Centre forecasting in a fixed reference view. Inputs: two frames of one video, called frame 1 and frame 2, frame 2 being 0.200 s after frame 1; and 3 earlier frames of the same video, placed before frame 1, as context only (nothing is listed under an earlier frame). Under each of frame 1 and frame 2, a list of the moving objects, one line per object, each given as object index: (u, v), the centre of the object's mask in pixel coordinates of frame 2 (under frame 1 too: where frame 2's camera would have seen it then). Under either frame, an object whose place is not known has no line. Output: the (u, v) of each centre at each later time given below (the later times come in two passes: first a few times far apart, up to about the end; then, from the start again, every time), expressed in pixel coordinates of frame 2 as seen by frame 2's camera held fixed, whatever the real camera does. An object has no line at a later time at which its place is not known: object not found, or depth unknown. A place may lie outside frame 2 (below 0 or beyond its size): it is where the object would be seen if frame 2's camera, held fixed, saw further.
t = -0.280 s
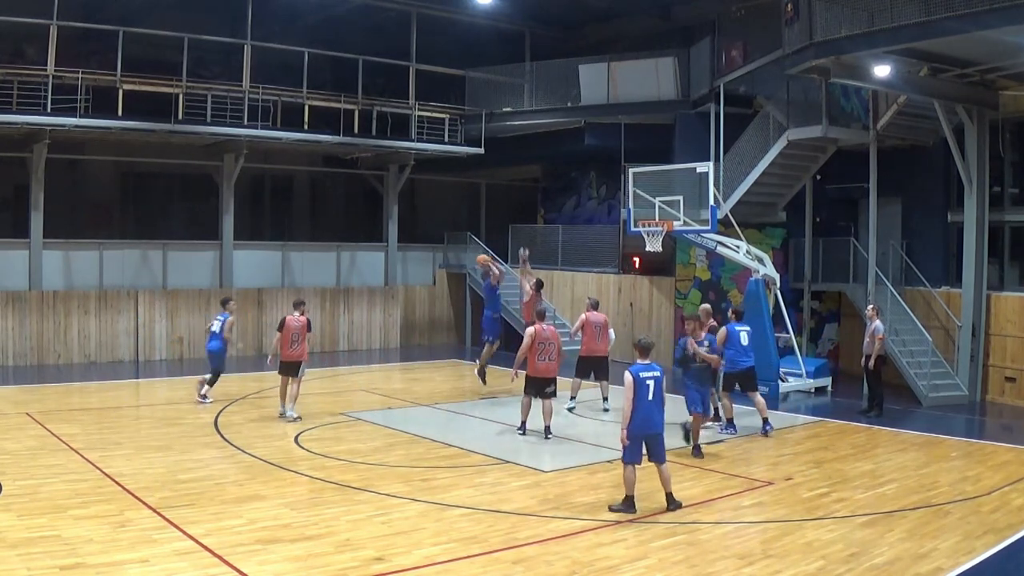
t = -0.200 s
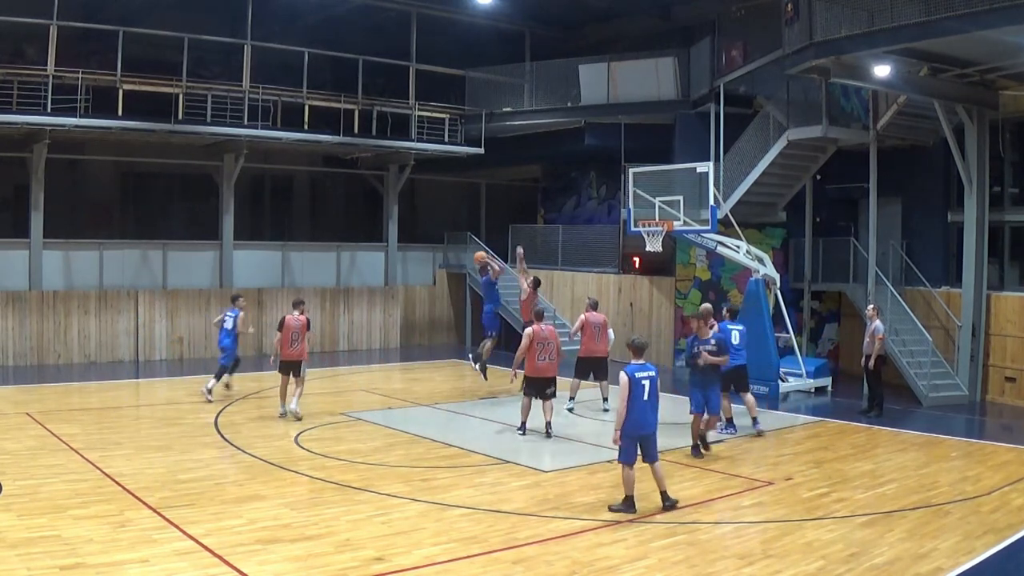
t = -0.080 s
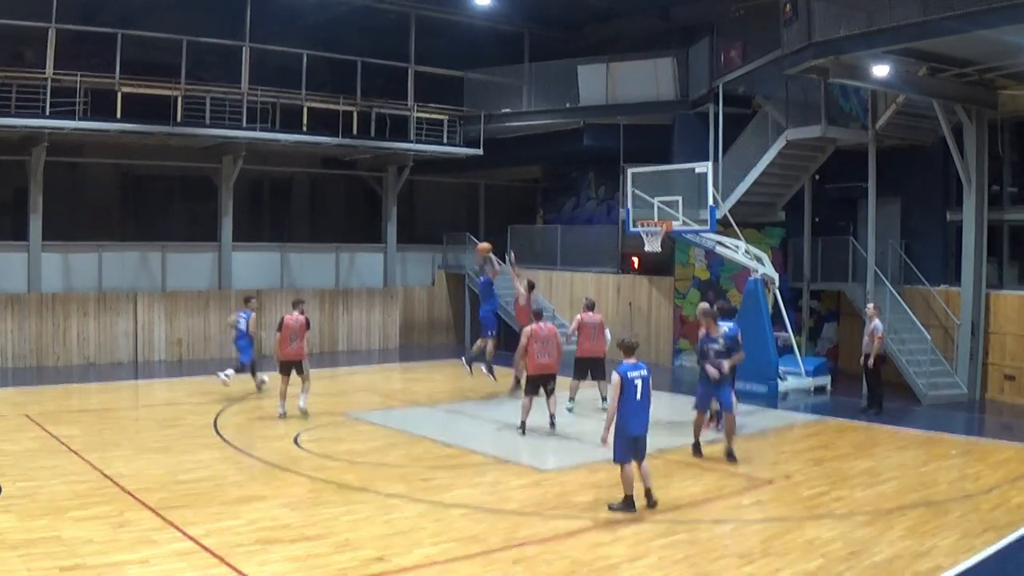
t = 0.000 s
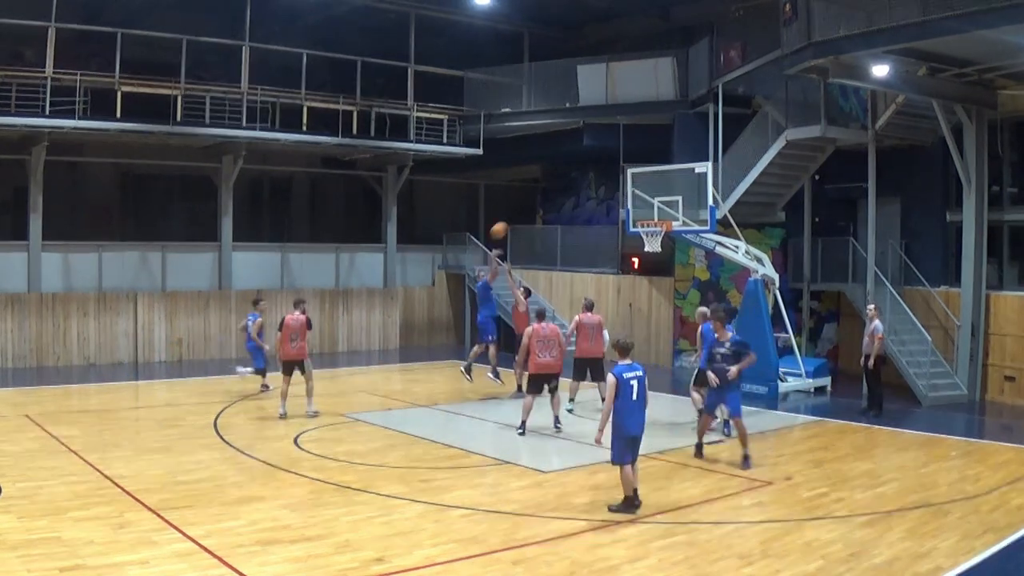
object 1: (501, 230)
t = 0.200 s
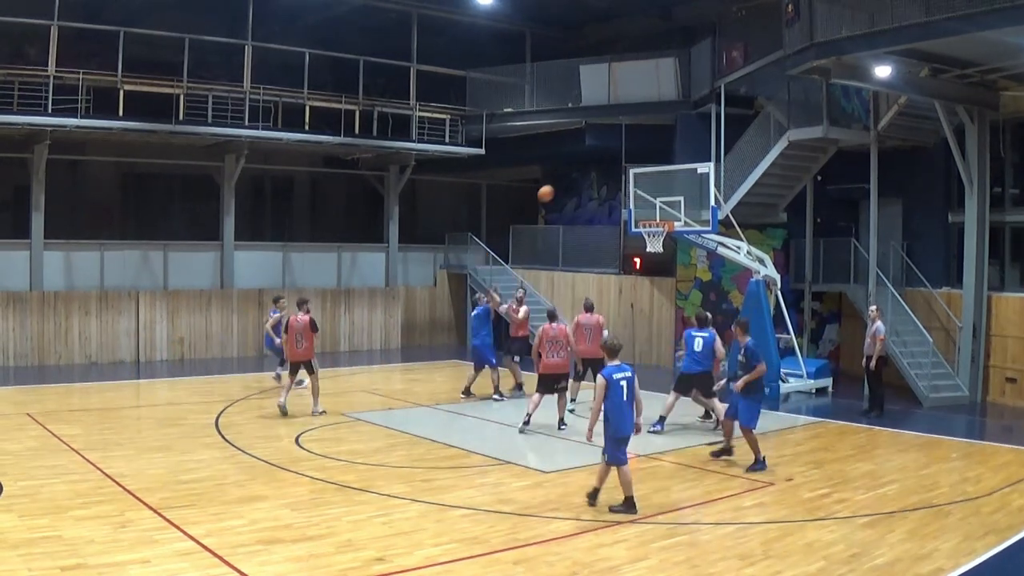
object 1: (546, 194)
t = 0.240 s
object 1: (555, 189)
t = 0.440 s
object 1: (600, 179)
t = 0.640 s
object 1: (645, 192)
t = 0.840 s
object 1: (663, 209)
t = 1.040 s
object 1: (646, 203)
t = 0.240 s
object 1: (555, 189)
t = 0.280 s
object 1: (563, 185)
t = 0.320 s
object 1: (573, 182)
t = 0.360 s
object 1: (582, 180)
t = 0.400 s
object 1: (591, 179)
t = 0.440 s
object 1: (600, 179)
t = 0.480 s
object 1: (609, 180)
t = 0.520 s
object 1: (618, 182)
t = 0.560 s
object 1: (627, 184)
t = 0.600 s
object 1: (638, 188)
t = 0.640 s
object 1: (645, 192)
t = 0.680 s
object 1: (655, 197)
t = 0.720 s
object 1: (665, 204)
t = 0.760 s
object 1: (667, 210)
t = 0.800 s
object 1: (667, 214)
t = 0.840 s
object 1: (663, 209)
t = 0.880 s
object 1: (660, 207)
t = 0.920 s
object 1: (657, 204)
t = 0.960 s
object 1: (653, 203)
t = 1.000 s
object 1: (650, 202)
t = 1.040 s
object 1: (646, 203)
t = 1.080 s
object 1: (644, 204)
